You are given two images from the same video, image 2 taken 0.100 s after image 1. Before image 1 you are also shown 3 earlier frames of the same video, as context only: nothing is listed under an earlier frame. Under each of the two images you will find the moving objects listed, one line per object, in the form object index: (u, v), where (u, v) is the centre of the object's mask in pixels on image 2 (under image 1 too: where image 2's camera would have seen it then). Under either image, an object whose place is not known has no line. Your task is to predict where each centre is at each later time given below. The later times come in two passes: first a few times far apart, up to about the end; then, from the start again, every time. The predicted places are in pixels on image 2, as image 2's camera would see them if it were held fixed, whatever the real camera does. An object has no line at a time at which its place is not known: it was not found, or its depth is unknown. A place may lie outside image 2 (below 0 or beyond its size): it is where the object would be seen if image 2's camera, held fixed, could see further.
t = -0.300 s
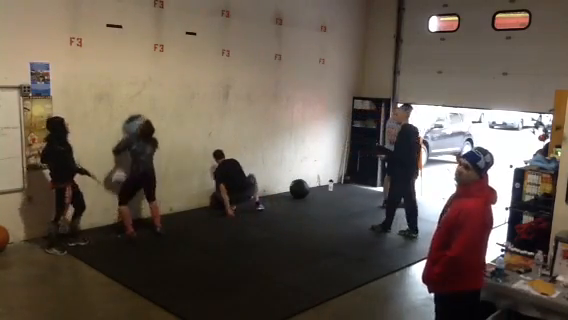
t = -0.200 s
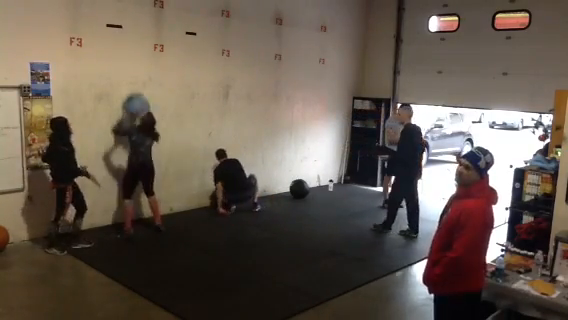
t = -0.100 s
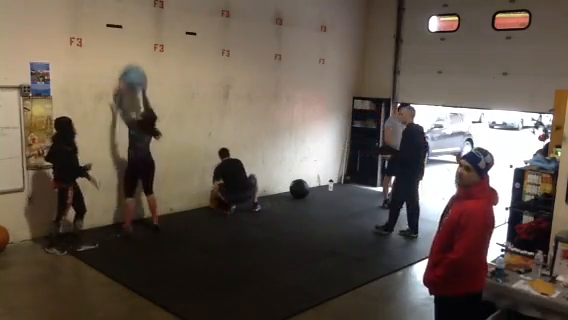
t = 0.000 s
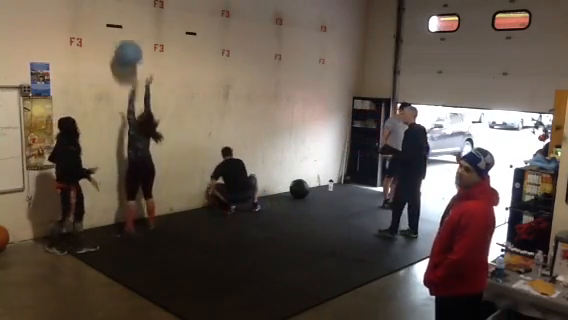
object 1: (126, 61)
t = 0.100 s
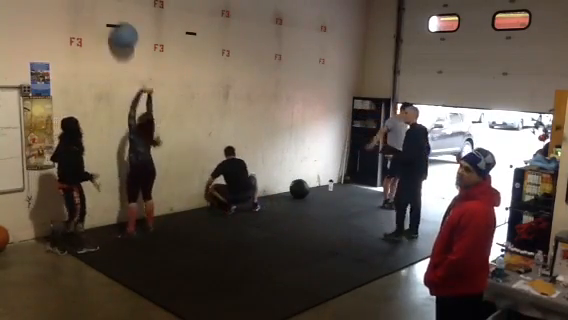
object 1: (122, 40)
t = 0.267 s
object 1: (123, 33)
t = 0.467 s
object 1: (126, 59)
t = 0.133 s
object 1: (121, 36)
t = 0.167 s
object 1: (122, 33)
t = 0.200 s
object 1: (122, 32)
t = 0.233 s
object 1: (122, 33)
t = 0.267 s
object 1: (123, 33)
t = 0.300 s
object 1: (123, 35)
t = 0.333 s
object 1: (124, 38)
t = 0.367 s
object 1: (124, 41)
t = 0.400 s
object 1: (125, 46)
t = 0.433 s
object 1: (126, 52)
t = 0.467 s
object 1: (126, 59)
